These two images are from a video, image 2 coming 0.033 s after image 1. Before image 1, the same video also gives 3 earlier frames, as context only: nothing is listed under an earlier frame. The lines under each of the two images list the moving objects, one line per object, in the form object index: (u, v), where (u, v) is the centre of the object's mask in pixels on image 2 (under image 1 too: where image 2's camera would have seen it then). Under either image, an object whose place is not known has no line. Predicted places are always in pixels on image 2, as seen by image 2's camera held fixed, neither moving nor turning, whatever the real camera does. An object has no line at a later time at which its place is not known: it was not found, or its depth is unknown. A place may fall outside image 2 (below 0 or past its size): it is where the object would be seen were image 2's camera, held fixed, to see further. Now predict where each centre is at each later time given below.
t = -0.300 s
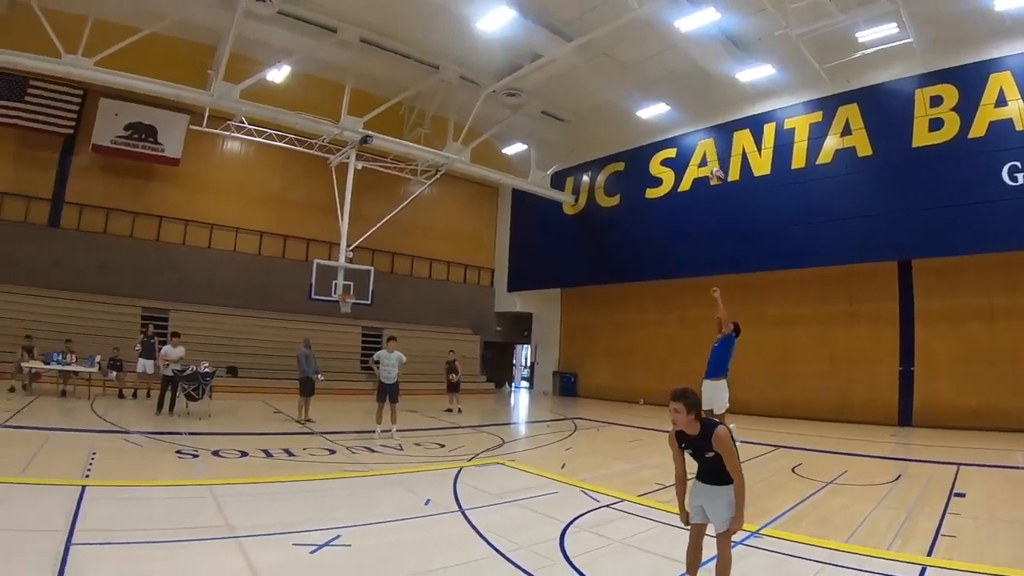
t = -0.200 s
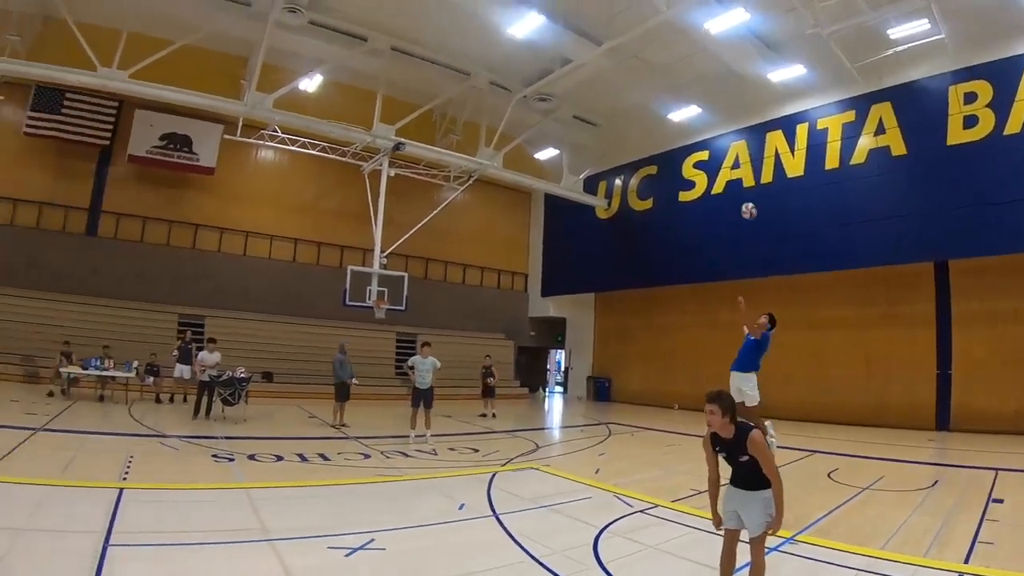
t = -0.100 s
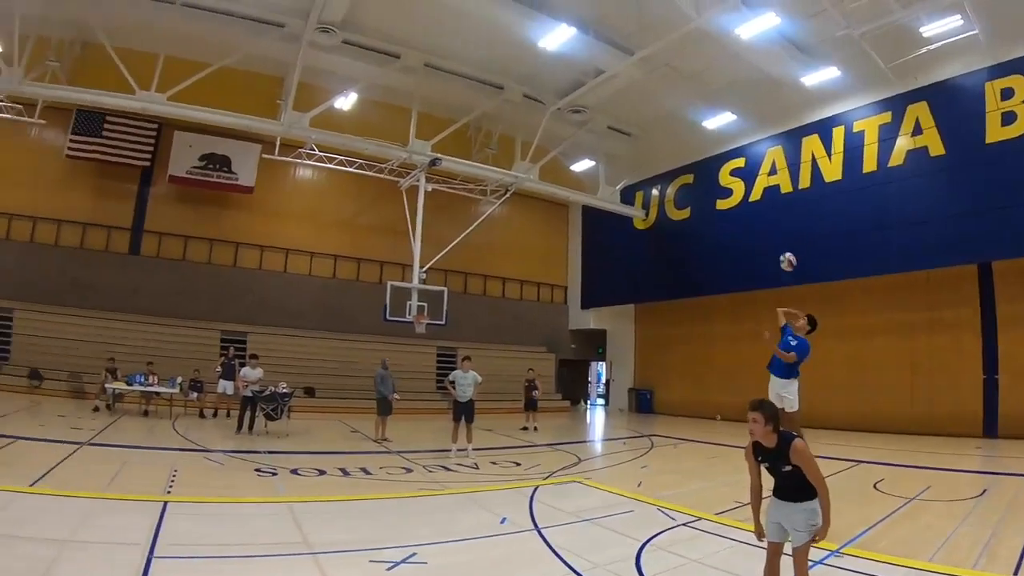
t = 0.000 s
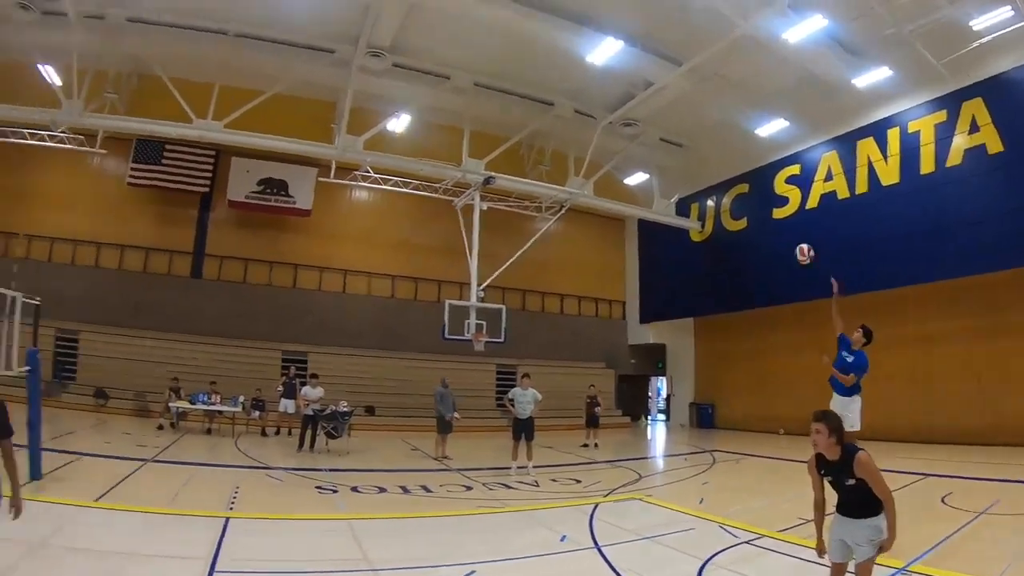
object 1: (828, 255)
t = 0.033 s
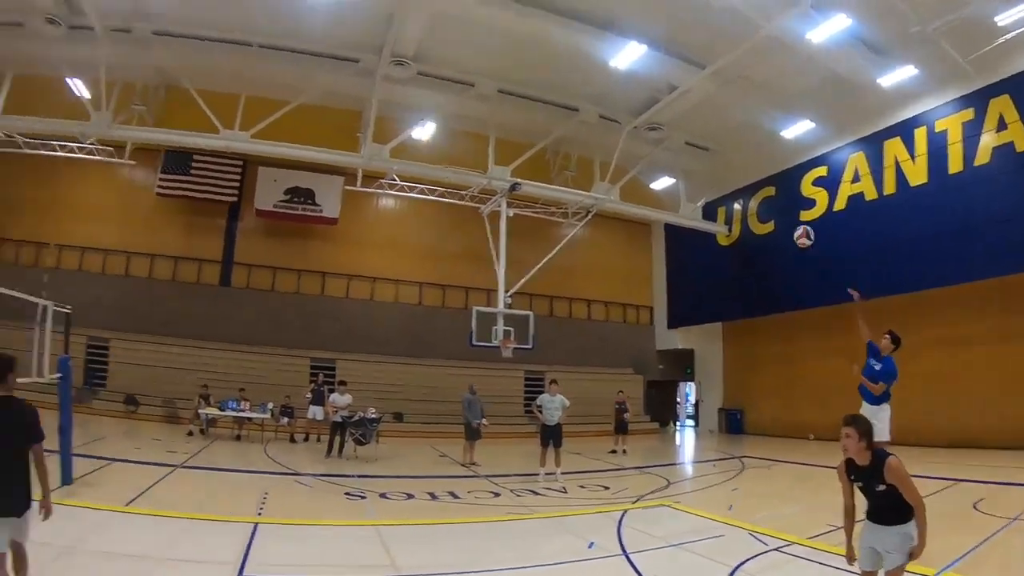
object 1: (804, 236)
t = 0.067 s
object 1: (778, 217)
